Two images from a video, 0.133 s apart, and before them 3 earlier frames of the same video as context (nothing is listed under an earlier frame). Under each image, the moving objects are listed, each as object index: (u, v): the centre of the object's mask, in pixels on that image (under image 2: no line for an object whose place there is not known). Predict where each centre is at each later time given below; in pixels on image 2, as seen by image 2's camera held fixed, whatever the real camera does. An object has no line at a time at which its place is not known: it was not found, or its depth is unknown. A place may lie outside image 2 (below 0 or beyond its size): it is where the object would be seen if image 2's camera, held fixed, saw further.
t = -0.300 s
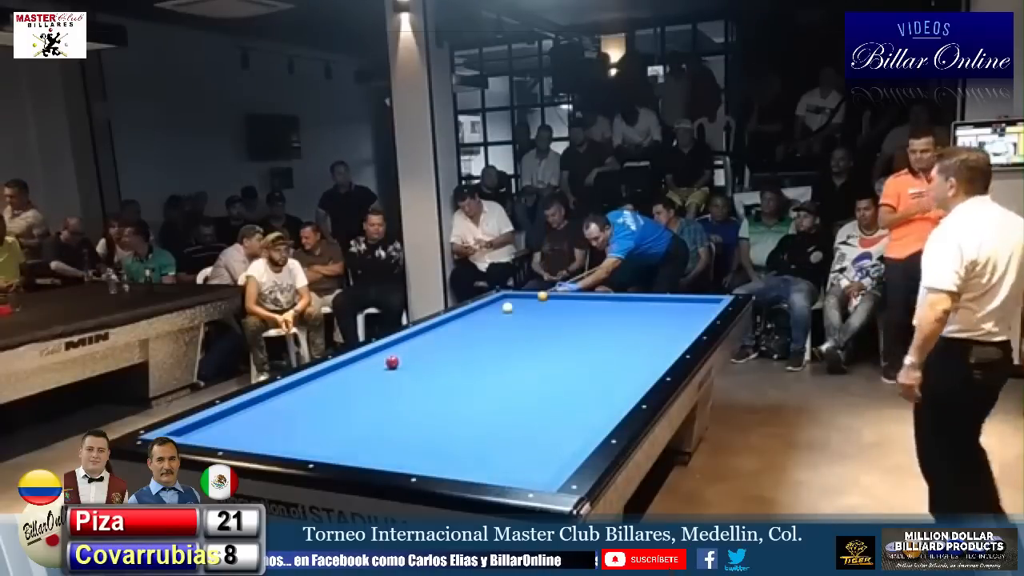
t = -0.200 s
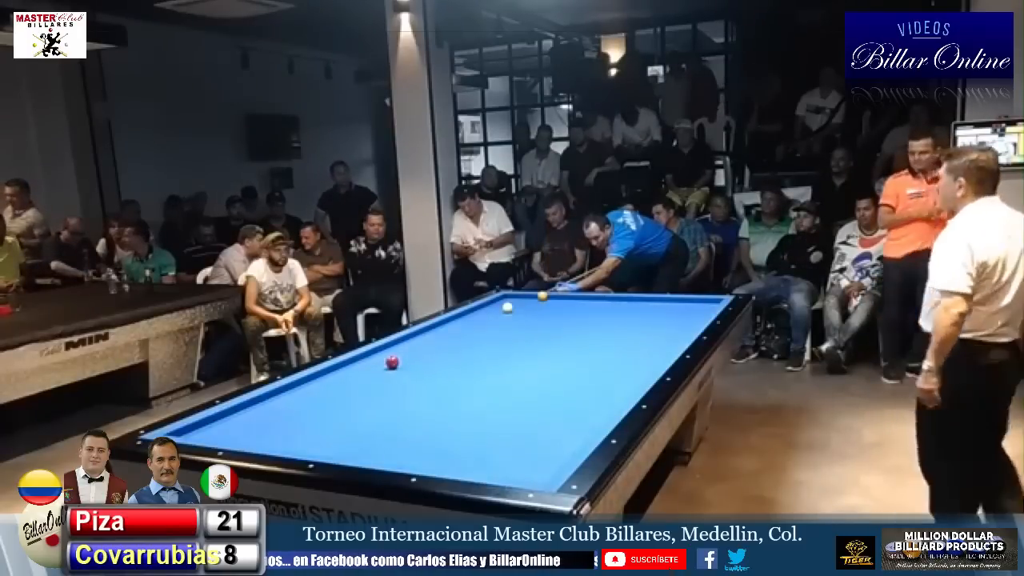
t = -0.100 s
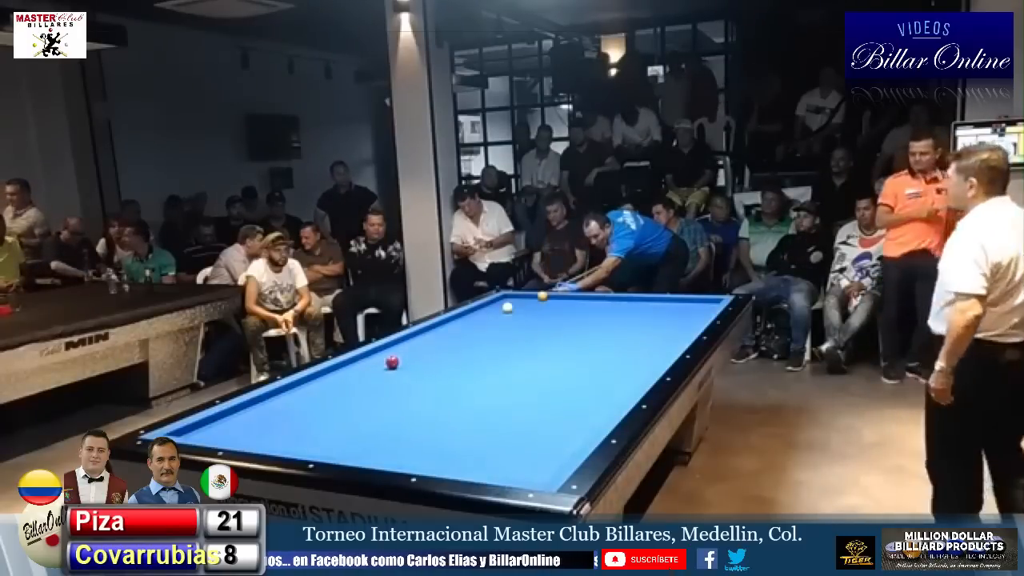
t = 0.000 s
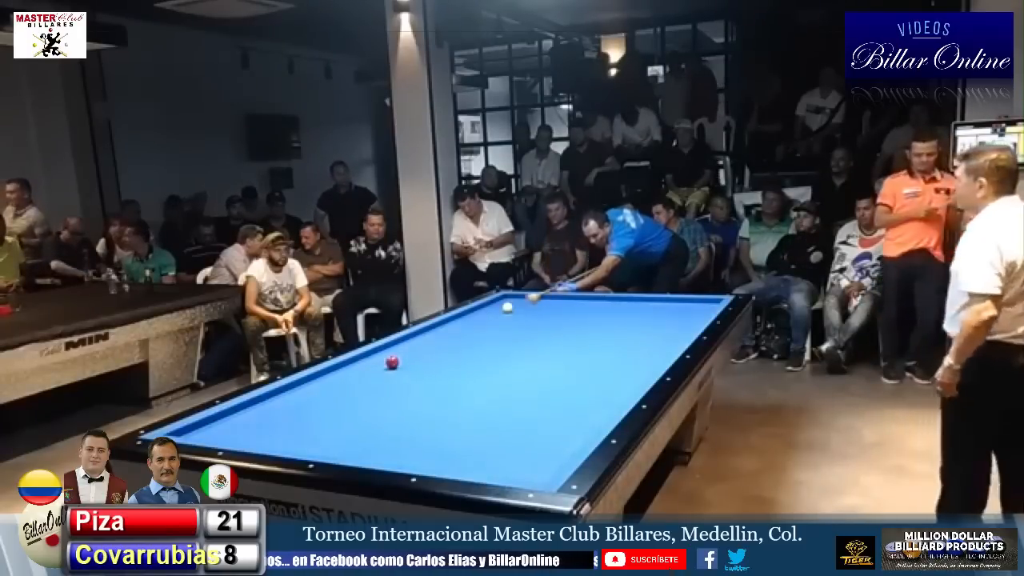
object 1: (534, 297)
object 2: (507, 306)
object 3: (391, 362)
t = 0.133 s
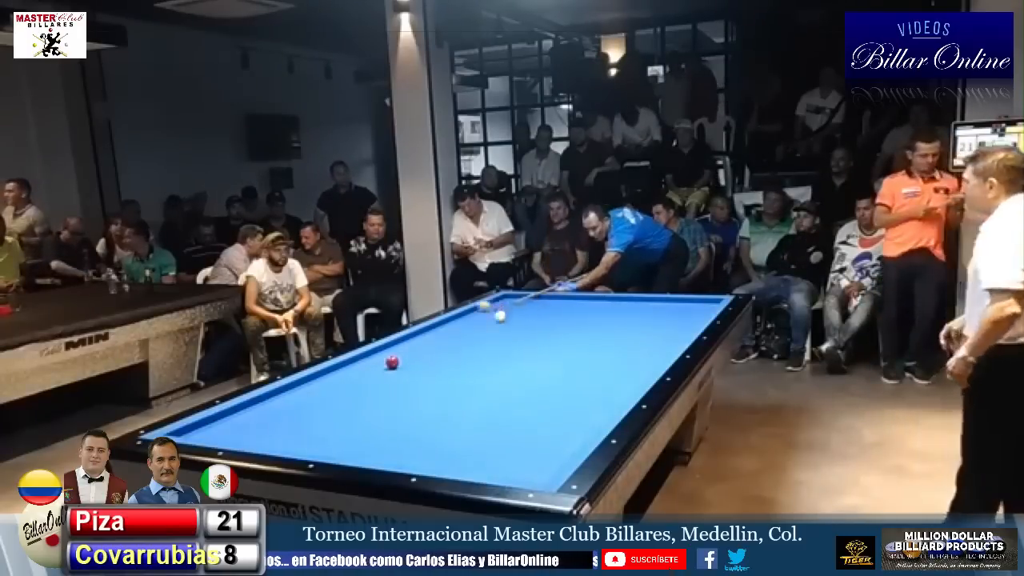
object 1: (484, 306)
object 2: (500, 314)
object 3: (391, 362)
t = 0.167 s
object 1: (481, 307)
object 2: (497, 317)
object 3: (391, 362)
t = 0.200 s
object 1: (488, 307)
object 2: (493, 324)
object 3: (391, 362)
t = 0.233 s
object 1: (496, 308)
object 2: (489, 329)
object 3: (391, 362)
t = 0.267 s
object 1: (504, 308)
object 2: (485, 335)
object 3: (391, 362)
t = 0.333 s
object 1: (519, 309)
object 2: (476, 345)
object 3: (391, 362)
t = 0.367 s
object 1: (525, 310)
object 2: (472, 351)
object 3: (391, 362)
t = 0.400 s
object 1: (531, 310)
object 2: (467, 357)
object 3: (391, 362)
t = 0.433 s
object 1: (538, 311)
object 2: (462, 363)
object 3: (391, 362)
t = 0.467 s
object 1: (545, 312)
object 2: (457, 368)
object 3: (391, 362)
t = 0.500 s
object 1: (551, 313)
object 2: (451, 375)
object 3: (391, 362)
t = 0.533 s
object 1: (557, 313)
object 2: (445, 382)
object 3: (391, 362)
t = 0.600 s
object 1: (568, 316)
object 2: (434, 396)
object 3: (391, 362)
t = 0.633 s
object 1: (574, 316)
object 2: (428, 404)
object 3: (391, 363)
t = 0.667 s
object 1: (579, 317)
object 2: (421, 413)
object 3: (391, 363)
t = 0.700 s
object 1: (584, 318)
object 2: (414, 421)
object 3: (391, 363)
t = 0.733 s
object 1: (589, 319)
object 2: (408, 429)
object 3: (391, 363)
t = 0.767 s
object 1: (594, 321)
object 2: (400, 438)
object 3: (391, 363)
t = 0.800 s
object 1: (598, 322)
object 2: (393, 447)
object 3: (391, 363)
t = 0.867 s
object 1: (607, 325)
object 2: (390, 455)
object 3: (391, 363)
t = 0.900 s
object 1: (612, 327)
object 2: (406, 450)
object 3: (391, 363)
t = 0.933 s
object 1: (616, 328)
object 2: (421, 444)
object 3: (391, 363)
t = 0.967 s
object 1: (621, 329)
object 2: (435, 437)
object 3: (391, 363)
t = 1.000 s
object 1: (627, 331)
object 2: (448, 431)
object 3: (391, 363)
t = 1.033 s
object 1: (631, 332)
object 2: (461, 425)
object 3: (391, 363)
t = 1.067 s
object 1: (636, 334)
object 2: (473, 420)
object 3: (391, 363)
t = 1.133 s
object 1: (647, 337)
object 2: (494, 411)
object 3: (391, 363)
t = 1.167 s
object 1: (653, 339)
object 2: (503, 407)
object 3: (391, 363)
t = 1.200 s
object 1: (658, 340)
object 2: (513, 403)
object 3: (391, 363)
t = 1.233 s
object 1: (665, 342)
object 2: (522, 399)
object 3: (391, 363)
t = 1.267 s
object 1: (669, 343)
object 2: (531, 396)
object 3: (391, 363)
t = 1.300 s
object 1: (671, 344)
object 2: (539, 393)
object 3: (391, 363)
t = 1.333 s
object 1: (666, 346)
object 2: (546, 390)
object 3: (391, 363)
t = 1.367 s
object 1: (659, 347)
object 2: (555, 386)
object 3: (391, 362)
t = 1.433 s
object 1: (646, 348)
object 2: (569, 381)
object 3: (391, 362)
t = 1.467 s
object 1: (641, 349)
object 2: (576, 378)
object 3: (391, 362)
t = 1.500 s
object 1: (636, 350)
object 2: (583, 376)
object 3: (391, 362)
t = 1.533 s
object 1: (630, 351)
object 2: (590, 373)
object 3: (391, 362)
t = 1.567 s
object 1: (626, 352)
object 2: (597, 370)
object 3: (391, 362)
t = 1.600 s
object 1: (621, 353)
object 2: (604, 368)
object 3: (391, 362)
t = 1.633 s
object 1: (616, 352)
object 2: (610, 366)
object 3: (391, 362)
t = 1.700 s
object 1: (604, 355)
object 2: (623, 361)
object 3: (391, 362)
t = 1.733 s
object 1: (599, 356)
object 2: (629, 358)
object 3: (391, 362)
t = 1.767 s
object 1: (594, 357)
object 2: (635, 356)
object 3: (391, 362)
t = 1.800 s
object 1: (589, 358)
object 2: (641, 354)
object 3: (391, 362)
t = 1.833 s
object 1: (584, 359)
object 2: (646, 352)
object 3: (391, 362)
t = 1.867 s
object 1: (578, 360)
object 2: (652, 350)
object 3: (391, 362)
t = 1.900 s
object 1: (573, 361)
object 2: (657, 347)
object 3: (391, 362)
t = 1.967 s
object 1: (562, 364)
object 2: (668, 343)
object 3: (391, 362)
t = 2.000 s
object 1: (557, 365)
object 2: (672, 341)
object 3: (391, 362)
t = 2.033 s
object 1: (551, 366)
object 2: (677, 339)
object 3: (391, 362)
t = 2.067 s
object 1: (546, 367)
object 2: (678, 337)
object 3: (391, 362)
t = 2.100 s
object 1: (541, 368)
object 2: (678, 335)
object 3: (391, 362)
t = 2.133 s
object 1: (534, 369)
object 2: (678, 334)
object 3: (391, 362)
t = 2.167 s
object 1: (528, 370)
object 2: (679, 332)
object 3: (391, 362)
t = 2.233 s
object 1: (518, 372)
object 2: (680, 329)
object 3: (391, 362)
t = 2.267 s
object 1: (512, 373)
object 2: (680, 327)
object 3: (391, 362)
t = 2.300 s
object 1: (506, 373)
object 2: (680, 326)
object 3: (391, 362)
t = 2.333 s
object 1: (501, 375)
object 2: (681, 324)
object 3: (391, 362)
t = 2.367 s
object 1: (496, 376)
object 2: (681, 322)
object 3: (391, 362)
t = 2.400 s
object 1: (490, 377)
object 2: (681, 321)
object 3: (391, 362)
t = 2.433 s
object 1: (484, 378)
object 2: (681, 319)
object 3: (391, 362)
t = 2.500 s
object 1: (472, 380)
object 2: (682, 316)
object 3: (391, 362)
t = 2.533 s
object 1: (467, 381)
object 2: (681, 314)
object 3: (391, 363)
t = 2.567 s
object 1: (461, 382)
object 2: (681, 313)
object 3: (391, 363)
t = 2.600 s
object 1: (455, 383)
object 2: (682, 312)
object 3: (391, 363)
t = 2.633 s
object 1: (449, 385)
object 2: (682, 310)
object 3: (391, 363)
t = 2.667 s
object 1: (443, 386)
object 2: (682, 309)
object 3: (391, 362)
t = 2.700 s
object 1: (437, 387)
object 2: (683, 308)
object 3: (391, 363)
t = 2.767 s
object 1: (425, 389)
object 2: (683, 305)
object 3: (391, 362)
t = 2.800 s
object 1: (419, 391)
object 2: (683, 304)
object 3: (391, 362)
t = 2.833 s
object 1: (413, 392)
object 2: (684, 303)
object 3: (391, 362)
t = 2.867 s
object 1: (407, 392)
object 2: (684, 302)
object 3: (391, 362)
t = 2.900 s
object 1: (401, 394)
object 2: (683, 300)
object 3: (391, 362)
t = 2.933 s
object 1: (394, 395)
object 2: (684, 300)
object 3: (391, 362)
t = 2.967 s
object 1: (388, 396)
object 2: (682, 299)
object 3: (391, 362)
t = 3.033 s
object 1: (376, 398)
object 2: (676, 300)
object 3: (391, 363)
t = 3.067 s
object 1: (369, 400)
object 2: (672, 301)
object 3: (391, 362)
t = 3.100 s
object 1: (363, 401)
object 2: (669, 301)
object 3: (391, 362)
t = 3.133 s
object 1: (357, 402)
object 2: (667, 302)
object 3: (391, 363)
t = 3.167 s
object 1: (351, 403)
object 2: (663, 303)
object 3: (391, 363)
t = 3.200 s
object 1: (344, 405)
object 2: (661, 304)
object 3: (391, 363)
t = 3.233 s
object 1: (338, 406)
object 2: (658, 304)
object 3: (391, 363)
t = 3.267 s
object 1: (331, 407)
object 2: (655, 305)
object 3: (391, 363)
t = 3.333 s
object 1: (318, 409)
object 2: (649, 306)
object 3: (391, 363)
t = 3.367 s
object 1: (312, 411)
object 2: (646, 306)
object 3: (391, 363)
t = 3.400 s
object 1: (305, 412)
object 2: (643, 307)
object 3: (391, 363)
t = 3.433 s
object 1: (299, 413)
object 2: (640, 308)
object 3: (391, 363)
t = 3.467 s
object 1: (293, 415)
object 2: (638, 308)
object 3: (391, 363)
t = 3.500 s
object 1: (286, 416)
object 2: (635, 309)
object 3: (391, 363)
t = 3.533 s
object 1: (279, 417)
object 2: (632, 309)
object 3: (391, 363)
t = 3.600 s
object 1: (266, 419)
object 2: (625, 311)
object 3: (391, 362)
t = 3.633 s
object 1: (259, 420)
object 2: (623, 312)
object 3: (391, 362)
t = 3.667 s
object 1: (252, 422)
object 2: (620, 312)
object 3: (391, 363)
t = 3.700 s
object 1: (246, 423)
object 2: (617, 312)
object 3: (391, 363)
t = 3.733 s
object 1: (239, 424)
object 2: (614, 313)
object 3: (391, 363)
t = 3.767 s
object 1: (233, 425)
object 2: (611, 313)
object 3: (391, 363)
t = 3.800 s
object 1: (225, 426)
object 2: (608, 314)
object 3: (391, 362)
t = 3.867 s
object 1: (212, 429)
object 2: (601, 316)
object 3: (391, 362)
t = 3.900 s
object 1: (205, 430)
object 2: (598, 316)
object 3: (391, 362)
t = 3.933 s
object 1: (199, 430)
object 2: (595, 317)
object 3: (391, 362)
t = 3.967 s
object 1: (192, 430)
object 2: (592, 318)
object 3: (391, 362)
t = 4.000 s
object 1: (185, 431)
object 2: (589, 318)
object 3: (391, 362)
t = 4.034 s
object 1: (178, 431)
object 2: (586, 319)
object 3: (391, 362)
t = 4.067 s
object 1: (177, 432)
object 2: (583, 320)
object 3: (391, 362)
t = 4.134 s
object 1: (182, 431)
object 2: (576, 321)
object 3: (391, 362)
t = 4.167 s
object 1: (185, 431)
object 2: (574, 322)
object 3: (391, 362)
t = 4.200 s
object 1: (187, 431)
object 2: (570, 323)
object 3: (391, 362)
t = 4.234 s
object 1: (189, 430)
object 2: (568, 323)
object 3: (391, 362)
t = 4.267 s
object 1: (192, 430)
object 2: (564, 324)
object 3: (391, 362)
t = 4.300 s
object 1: (195, 430)
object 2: (561, 325)
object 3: (391, 362)
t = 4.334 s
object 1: (196, 431)
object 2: (558, 325)
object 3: (391, 362)
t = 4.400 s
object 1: (201, 430)
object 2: (552, 327)
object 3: (391, 362)
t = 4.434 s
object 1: (203, 430)
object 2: (548, 328)
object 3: (391, 363)
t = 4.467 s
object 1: (206, 430)
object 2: (545, 328)
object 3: (391, 363)
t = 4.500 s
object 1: (207, 430)
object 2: (542, 329)
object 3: (391, 362)
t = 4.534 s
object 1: (210, 430)
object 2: (539, 329)
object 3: (391, 362)
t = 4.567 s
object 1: (212, 430)
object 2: (536, 330)
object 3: (391, 362)
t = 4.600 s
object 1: (214, 430)
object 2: (533, 331)
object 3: (391, 362)
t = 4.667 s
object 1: (218, 429)
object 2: (526, 332)
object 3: (391, 362)
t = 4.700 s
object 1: (220, 429)
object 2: (523, 333)
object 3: (391, 362)
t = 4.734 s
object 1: (222, 428)
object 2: (520, 334)
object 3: (391, 362)
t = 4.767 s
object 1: (224, 428)
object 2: (517, 334)
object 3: (391, 362)
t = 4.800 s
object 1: (226, 427)
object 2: (513, 335)
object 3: (391, 362)
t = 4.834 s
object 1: (228, 427)
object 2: (510, 335)
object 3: (391, 363)
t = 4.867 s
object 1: (230, 427)
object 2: (507, 336)
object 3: (391, 362)
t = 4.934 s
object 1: (233, 426)
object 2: (500, 338)
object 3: (391, 363)
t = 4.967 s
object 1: (235, 426)
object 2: (496, 339)
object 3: (391, 363)
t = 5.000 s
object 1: (237, 425)
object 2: (493, 339)
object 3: (391, 363)
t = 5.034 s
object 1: (239, 425)
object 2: (490, 340)
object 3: (391, 362)
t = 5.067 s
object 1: (241, 425)
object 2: (487, 341)
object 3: (391, 362)
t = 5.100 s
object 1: (243, 424)
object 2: (483, 341)
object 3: (391, 362)
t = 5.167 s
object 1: (244, 424)
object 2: (480, 342)
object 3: (391, 362)
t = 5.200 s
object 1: (246, 424)
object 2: (477, 343)
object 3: (391, 362)
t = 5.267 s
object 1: (249, 423)
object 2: (469, 344)
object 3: (391, 363)
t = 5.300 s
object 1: (251, 423)
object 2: (466, 345)
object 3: (391, 363)
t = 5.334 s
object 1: (253, 422)
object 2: (463, 346)
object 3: (391, 363)
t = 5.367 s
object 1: (254, 422)
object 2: (459, 346)
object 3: (391, 363)
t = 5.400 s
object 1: (256, 422)
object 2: (456, 347)
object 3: (391, 363)
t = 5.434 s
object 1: (258, 422)
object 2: (452, 348)
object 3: (391, 363)
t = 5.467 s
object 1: (260, 422)
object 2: (449, 349)
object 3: (391, 363)
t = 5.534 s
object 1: (263, 421)
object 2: (442, 350)
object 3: (391, 363)
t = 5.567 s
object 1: (264, 421)
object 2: (439, 351)
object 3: (391, 362)
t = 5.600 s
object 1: (266, 420)
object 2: (435, 352)
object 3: (391, 362)
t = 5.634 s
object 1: (267, 420)
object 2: (431, 353)
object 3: (391, 362)
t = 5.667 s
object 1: (269, 420)
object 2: (428, 353)
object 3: (391, 362)
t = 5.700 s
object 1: (270, 420)
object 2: (424, 354)
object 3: (391, 362)
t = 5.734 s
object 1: (272, 420)
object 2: (421, 355)
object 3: (391, 362)
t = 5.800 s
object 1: (275, 419)
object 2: (414, 356)
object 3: (391, 362)
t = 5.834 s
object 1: (276, 419)
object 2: (410, 357)
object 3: (391, 362)
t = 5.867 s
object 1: (277, 419)
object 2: (406, 358)
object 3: (391, 363)
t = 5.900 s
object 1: (279, 418)
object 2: (403, 359)
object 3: (390, 363)
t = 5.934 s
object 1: (280, 418)
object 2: (402, 359)
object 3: (388, 363)
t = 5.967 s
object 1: (282, 418)
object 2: (401, 359)
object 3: (385, 364)
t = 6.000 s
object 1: (283, 418)
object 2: (400, 359)
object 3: (383, 364)
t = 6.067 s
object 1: (285, 418)
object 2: (397, 359)
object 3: (379, 365)
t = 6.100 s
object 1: (286, 418)
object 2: (397, 360)
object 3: (377, 366)
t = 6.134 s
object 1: (288, 418)
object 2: (396, 360)
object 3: (374, 367)
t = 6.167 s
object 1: (289, 417)
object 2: (395, 360)
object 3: (371, 368)
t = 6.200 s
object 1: (290, 416)
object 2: (394, 360)
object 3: (369, 368)
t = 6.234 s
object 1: (291, 416)
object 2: (394, 360)
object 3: (367, 369)
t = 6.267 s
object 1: (293, 416)
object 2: (393, 360)
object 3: (365, 369)
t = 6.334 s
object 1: (294, 416)
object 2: (391, 360)
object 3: (360, 371)
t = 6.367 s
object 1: (296, 415)
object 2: (390, 360)
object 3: (358, 372)
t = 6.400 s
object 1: (297, 415)
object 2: (389, 361)
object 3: (356, 372)
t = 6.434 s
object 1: (298, 415)
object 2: (388, 361)
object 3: (353, 373)
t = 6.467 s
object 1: (299, 415)
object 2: (387, 361)
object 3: (351, 373)
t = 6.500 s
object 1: (300, 415)
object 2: (386, 361)
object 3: (349, 373)
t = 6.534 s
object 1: (302, 415)
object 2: (386, 361)
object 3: (347, 375)
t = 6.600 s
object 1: (304, 414)
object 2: (384, 361)
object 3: (343, 375)
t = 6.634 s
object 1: (304, 414)
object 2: (383, 361)
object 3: (341, 375)
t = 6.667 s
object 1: (306, 414)
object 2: (382, 361)
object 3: (340, 375)
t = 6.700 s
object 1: (306, 414)
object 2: (382, 361)
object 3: (336, 376)
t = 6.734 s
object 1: (307, 413)
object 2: (381, 362)
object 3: (334, 377)
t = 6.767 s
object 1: (308, 413)
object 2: (380, 362)
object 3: (332, 378)
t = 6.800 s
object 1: (309, 413)
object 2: (379, 362)
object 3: (330, 378)
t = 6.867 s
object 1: (311, 413)
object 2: (378, 362)
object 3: (325, 379)
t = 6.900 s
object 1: (312, 413)
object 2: (377, 362)
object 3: (323, 380)
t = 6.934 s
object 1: (313, 413)
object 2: (376, 362)
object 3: (321, 380)
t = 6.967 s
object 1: (313, 412)
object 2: (376, 362)
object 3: (319, 381)
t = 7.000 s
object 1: (314, 412)
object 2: (375, 362)
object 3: (317, 381)
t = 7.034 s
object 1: (315, 412)
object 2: (374, 362)
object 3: (314, 382)
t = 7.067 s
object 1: (316, 412)
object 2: (374, 362)
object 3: (313, 382)
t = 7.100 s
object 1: (316, 411)
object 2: (373, 362)
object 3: (310, 383)
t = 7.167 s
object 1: (318, 411)
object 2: (372, 363)
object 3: (306, 384)
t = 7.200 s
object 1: (319, 411)
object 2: (371, 363)
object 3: (304, 384)
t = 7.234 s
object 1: (320, 411)
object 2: (371, 363)
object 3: (302, 385)
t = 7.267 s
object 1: (320, 411)
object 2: (370, 363)
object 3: (300, 385)
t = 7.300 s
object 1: (321, 411)
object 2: (370, 363)
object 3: (298, 386)
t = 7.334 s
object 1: (322, 411)
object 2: (369, 363)
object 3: (295, 387)
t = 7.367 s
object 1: (322, 411)
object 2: (368, 363)
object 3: (294, 387)
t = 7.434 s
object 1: (323, 410)
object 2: (367, 364)
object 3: (289, 389)
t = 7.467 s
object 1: (324, 410)
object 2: (367, 363)
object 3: (287, 389)
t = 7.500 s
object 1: (325, 410)
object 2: (366, 363)
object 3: (286, 390)
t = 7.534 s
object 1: (325, 410)
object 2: (365, 364)
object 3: (285, 390)
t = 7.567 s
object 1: (326, 410)
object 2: (365, 364)
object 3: (283, 391)
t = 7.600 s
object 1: (326, 410)
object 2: (364, 364)
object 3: (281, 391)
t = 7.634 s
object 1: (327, 410)
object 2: (364, 364)
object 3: (281, 391)
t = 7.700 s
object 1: (328, 410)
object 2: (363, 364)
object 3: (280, 392)
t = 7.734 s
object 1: (328, 410)
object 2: (363, 364)
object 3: (279, 393)
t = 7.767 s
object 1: (329, 409)
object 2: (363, 364)
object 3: (278, 393)
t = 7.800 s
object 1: (329, 409)
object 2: (363, 364)
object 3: (277, 394)
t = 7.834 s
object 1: (330, 409)
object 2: (362, 364)
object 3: (276, 394)
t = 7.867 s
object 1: (330, 409)
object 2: (362, 364)
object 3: (276, 395)
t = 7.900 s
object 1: (331, 409)
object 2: (362, 364)
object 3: (275, 395)
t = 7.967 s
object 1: (332, 409)
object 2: (361, 365)
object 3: (274, 396)
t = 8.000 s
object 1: (332, 409)
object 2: (361, 365)
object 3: (273, 397)
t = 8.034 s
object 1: (332, 409)
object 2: (360, 365)
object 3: (272, 397)
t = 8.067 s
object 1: (333, 409)
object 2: (360, 365)
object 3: (272, 398)
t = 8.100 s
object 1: (333, 409)
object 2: (360, 365)
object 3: (271, 398)
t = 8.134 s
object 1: (333, 409)
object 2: (359, 365)
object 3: (270, 399)
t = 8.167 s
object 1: (334, 409)
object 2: (359, 364)
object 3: (269, 399)
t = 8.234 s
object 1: (334, 409)
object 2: (359, 364)
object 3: (268, 400)
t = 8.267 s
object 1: (334, 409)
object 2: (359, 364)
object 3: (267, 401)
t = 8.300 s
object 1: (335, 409)
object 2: (358, 364)
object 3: (266, 401)
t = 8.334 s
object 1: (335, 409)
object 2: (358, 364)
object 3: (265, 401)
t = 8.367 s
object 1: (335, 409)
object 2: (358, 365)
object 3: (265, 402)
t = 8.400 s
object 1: (335, 409)
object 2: (358, 365)
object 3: (264, 402)
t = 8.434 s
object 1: (335, 408)
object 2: (358, 365)
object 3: (264, 403)
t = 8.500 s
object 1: (335, 408)
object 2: (358, 365)
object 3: (262, 404)
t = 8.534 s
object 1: (335, 409)
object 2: (358, 365)
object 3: (262, 404)
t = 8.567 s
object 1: (336, 408)
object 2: (358, 365)
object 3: (261, 405)
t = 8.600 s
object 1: (336, 408)
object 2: (358, 365)
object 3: (260, 405)
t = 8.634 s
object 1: (336, 408)
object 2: (358, 365)
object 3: (260, 406)
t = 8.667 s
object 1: (336, 408)
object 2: (358, 365)
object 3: (259, 406)
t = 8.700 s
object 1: (336, 408)
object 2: (358, 365)
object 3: (258, 407)
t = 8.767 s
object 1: (336, 408)
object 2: (358, 365)
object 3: (256, 408)
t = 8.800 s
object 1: (336, 408)
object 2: (358, 365)
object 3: (256, 408)
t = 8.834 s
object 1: (336, 408)
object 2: (358, 365)
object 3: (255, 409)
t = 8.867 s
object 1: (336, 408)
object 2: (358, 365)
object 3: (255, 409)
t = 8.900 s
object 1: (336, 408)
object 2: (358, 365)
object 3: (254, 410)
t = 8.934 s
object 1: (336, 408)
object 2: (358, 365)
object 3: (253, 410)
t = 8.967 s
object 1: (336, 408)
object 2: (358, 365)
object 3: (253, 411)
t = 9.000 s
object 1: (336, 408)
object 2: (358, 365)
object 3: (252, 411)
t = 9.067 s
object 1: (336, 408)
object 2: (358, 365)
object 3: (251, 412)
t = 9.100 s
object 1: (336, 408)
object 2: (358, 365)
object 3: (250, 412)
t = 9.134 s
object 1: (336, 408)
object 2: (358, 365)
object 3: (250, 413)
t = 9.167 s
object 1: (336, 408)
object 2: (358, 365)
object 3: (249, 413)
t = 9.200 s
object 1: (336, 408)
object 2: (358, 365)
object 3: (249, 414)
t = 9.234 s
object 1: (336, 408)
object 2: (358, 365)
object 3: (248, 414)
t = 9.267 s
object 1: (336, 408)
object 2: (358, 365)
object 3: (247, 415)
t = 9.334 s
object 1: (336, 408)
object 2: (358, 365)
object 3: (246, 415)
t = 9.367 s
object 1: (336, 408)
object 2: (358, 365)
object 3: (245, 416)
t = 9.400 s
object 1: (336, 408)
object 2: (357, 365)
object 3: (245, 416)
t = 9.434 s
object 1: (336, 408)
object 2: (358, 365)
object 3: (244, 417)
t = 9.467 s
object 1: (336, 408)
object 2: (357, 365)
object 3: (244, 417)
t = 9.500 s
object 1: (336, 408)
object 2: (357, 365)
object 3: (243, 418)
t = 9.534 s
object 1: (336, 408)
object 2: (357, 365)
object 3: (243, 418)
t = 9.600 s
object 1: (336, 408)
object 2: (357, 365)
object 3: (241, 418)
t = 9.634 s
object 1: (336, 408)
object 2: (357, 365)
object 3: (241, 419)
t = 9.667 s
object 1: (336, 408)
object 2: (357, 365)
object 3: (240, 420)
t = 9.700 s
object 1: (336, 408)
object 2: (357, 365)
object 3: (240, 420)
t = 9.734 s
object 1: (336, 408)
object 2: (358, 365)
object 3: (239, 420)
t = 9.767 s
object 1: (336, 408)
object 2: (358, 365)
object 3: (238, 421)
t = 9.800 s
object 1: (336, 408)
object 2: (358, 365)
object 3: (238, 421)
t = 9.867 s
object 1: (336, 408)
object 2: (358, 365)
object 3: (237, 422)
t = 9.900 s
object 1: (336, 408)
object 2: (358, 365)
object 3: (237, 422)
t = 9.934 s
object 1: (336, 408)
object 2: (358, 365)
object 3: (236, 422)
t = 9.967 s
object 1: (336, 408)
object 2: (358, 365)
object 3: (236, 423)
